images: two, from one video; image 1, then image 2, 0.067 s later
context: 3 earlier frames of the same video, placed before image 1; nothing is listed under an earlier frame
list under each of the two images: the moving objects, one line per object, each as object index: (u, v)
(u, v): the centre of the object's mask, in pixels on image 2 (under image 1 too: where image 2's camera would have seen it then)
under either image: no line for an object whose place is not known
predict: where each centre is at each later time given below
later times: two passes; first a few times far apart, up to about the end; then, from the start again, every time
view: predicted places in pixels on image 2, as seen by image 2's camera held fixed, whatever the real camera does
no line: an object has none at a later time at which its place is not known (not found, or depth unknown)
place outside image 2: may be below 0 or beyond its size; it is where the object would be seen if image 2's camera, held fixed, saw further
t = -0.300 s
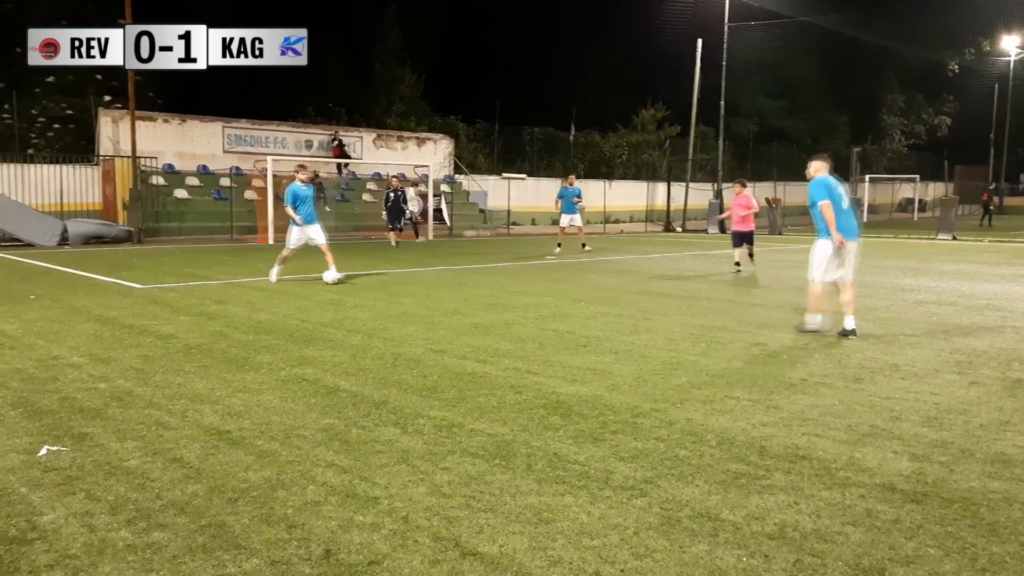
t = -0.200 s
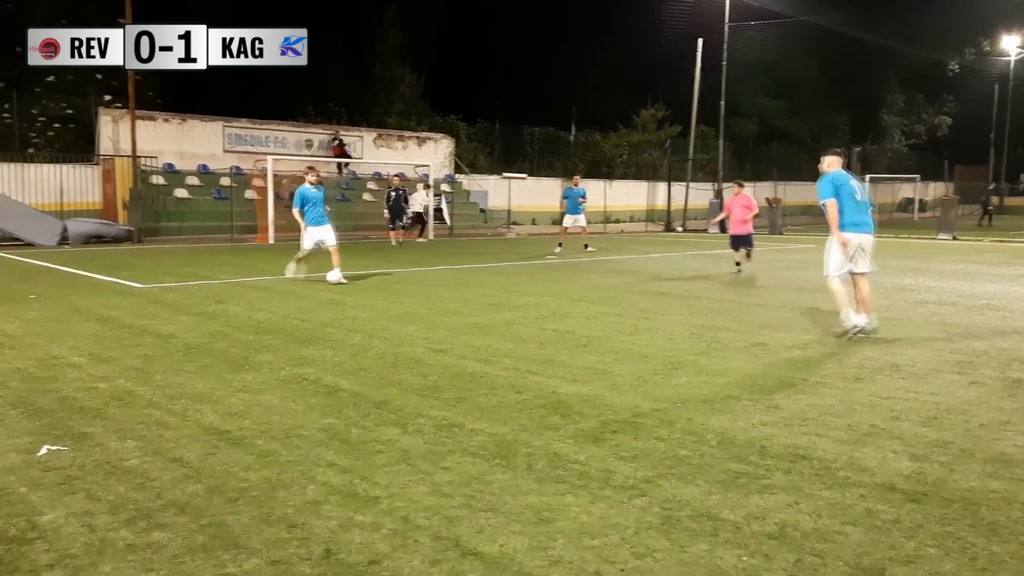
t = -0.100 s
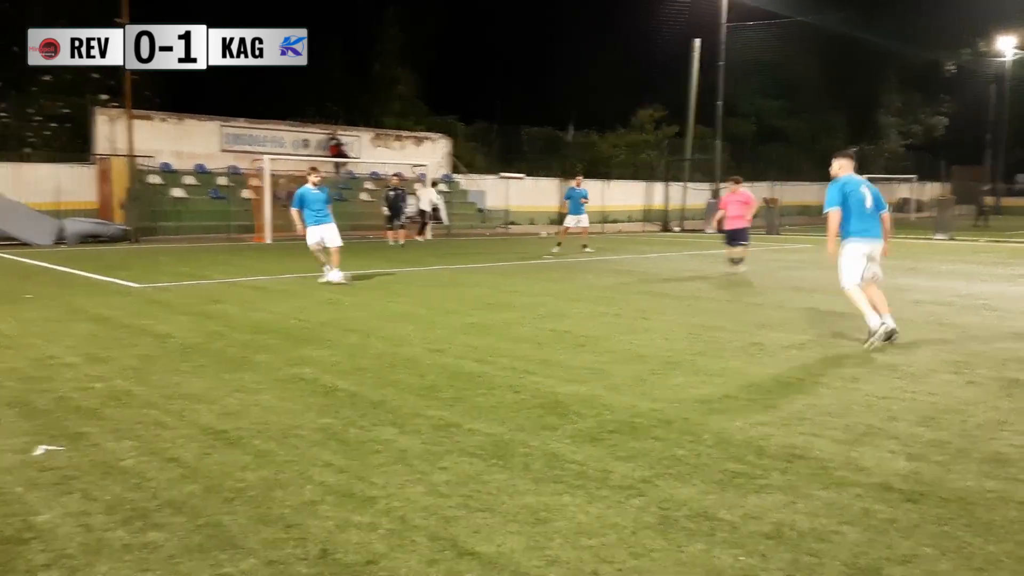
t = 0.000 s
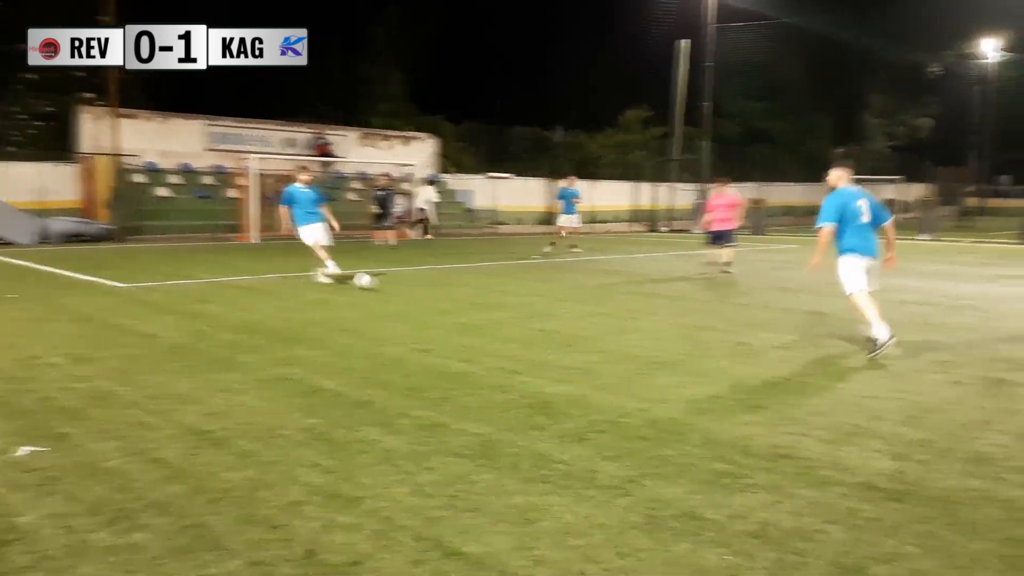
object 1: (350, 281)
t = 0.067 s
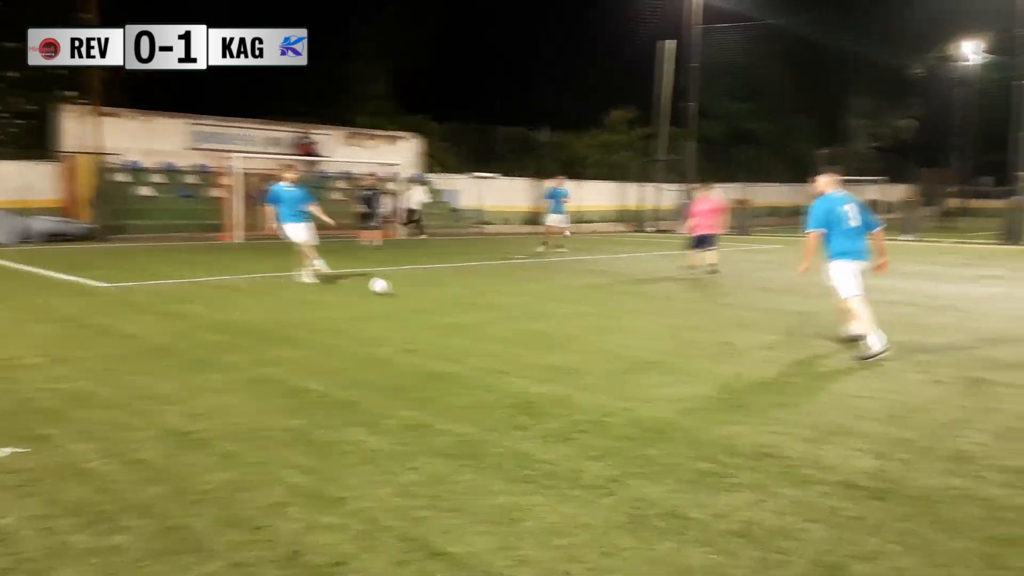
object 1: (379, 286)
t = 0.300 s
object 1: (494, 301)
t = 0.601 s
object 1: (667, 324)
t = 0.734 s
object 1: (746, 334)
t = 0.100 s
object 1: (395, 288)
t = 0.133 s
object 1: (410, 289)
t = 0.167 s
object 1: (427, 292)
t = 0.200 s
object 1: (443, 295)
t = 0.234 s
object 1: (459, 297)
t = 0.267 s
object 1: (477, 299)
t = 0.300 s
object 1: (494, 301)
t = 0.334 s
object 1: (513, 304)
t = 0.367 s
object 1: (531, 306)
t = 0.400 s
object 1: (550, 307)
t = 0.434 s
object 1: (569, 309)
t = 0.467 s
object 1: (588, 311)
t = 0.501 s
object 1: (608, 314)
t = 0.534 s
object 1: (628, 317)
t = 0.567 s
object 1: (647, 321)
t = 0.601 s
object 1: (667, 324)
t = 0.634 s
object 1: (686, 326)
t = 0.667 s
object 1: (705, 329)
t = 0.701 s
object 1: (726, 332)
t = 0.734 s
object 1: (746, 334)
